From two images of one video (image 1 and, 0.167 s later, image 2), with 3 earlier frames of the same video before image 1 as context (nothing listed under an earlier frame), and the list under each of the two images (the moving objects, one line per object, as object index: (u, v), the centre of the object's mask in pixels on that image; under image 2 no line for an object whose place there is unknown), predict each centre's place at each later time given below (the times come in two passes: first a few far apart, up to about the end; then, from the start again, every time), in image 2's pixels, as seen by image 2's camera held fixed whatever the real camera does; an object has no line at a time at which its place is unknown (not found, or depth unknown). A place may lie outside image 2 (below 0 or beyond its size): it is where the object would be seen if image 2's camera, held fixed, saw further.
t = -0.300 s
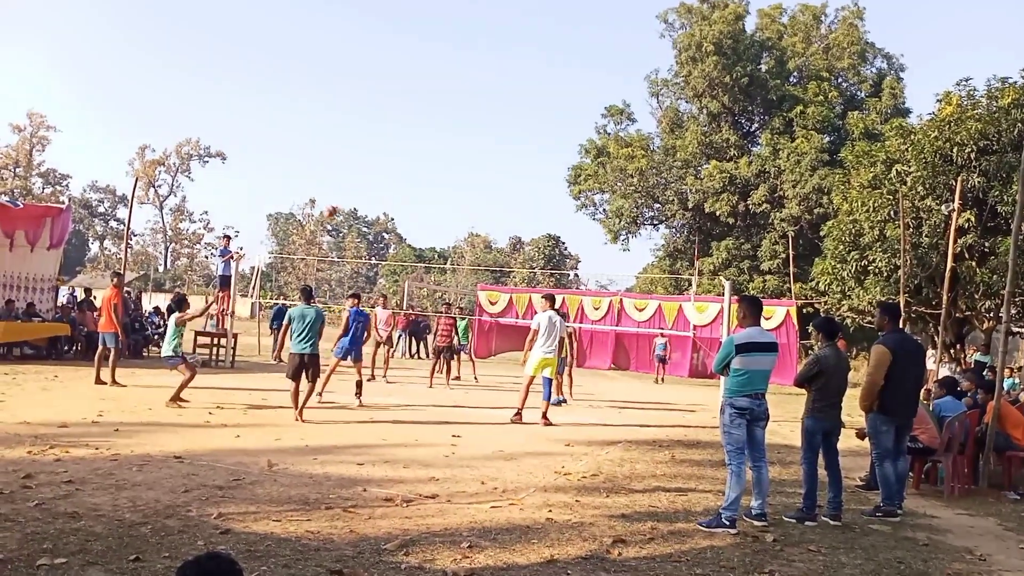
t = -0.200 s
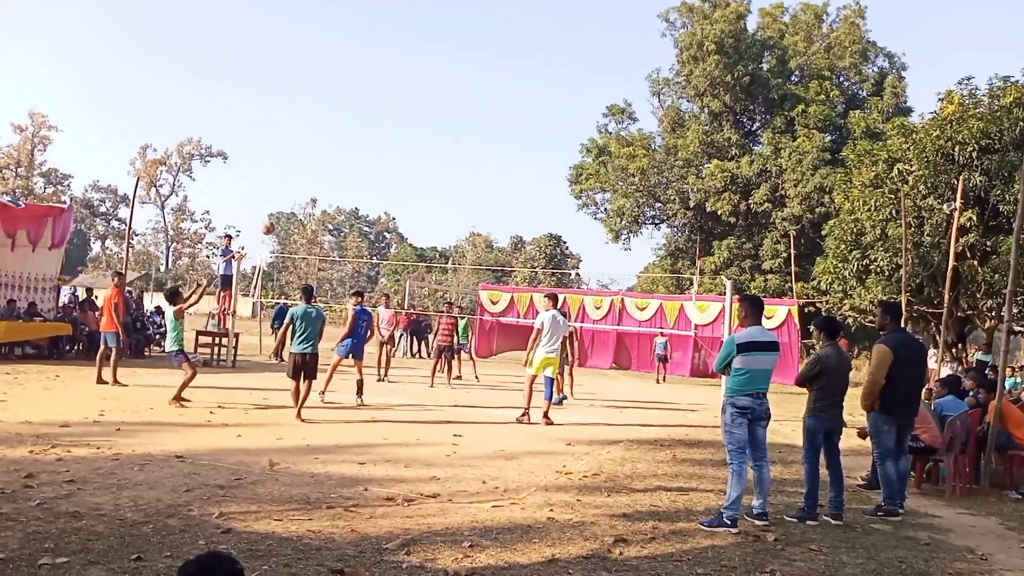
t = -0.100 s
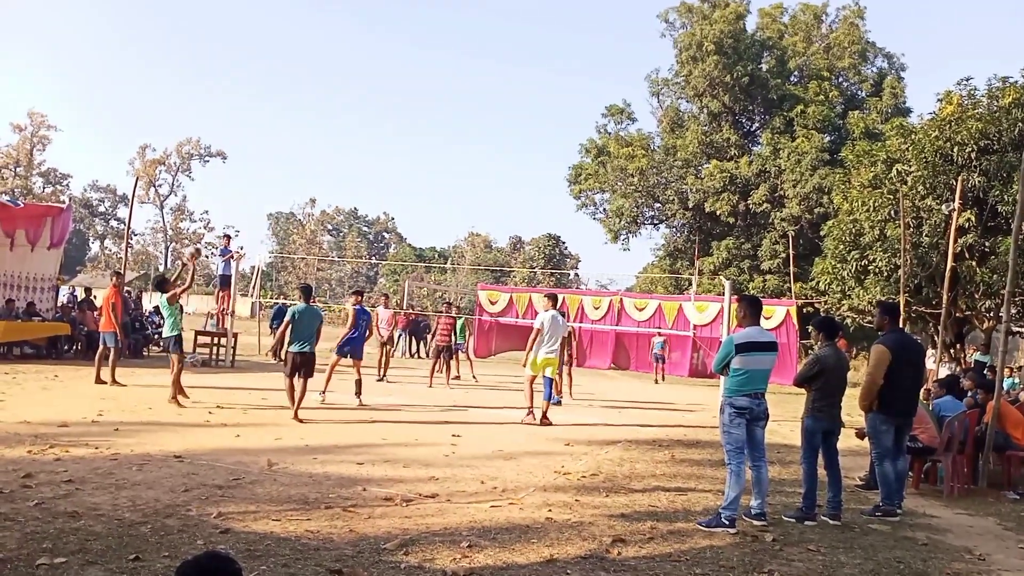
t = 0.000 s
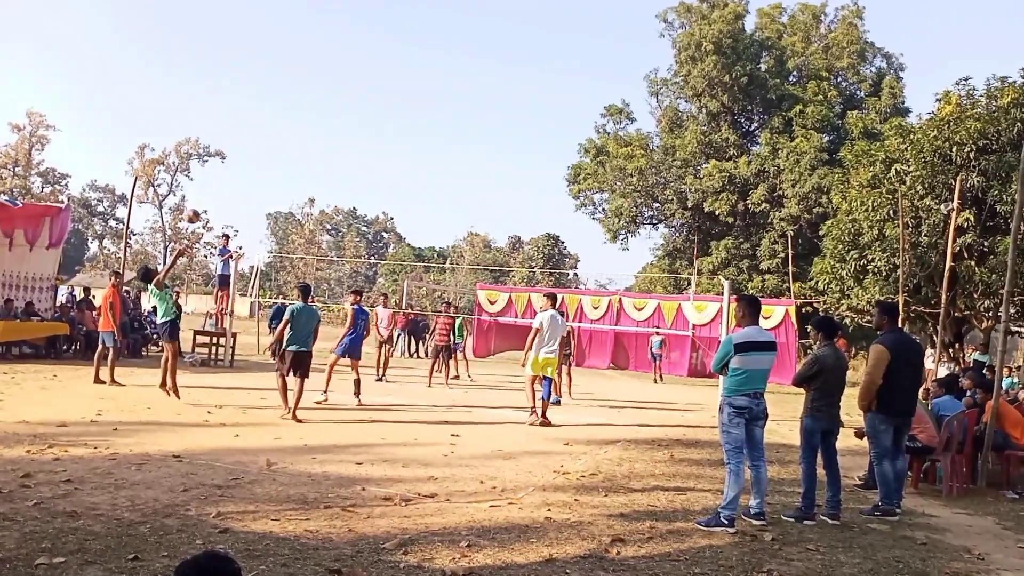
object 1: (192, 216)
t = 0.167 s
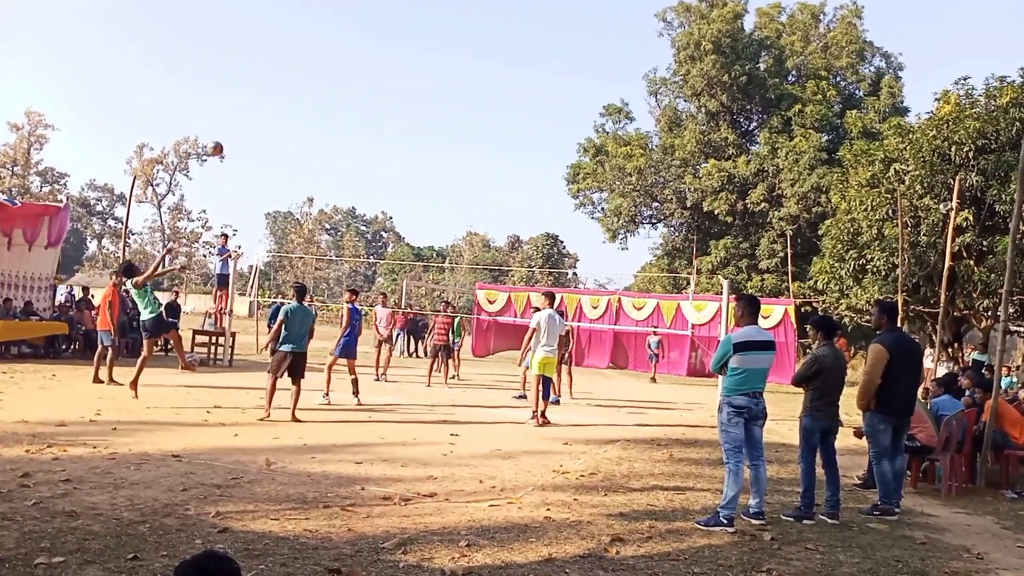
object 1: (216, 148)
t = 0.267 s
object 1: (229, 120)
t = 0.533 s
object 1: (258, 80)
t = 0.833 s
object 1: (283, 94)
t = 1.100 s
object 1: (299, 153)
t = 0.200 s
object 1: (220, 138)
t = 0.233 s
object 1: (224, 129)
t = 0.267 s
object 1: (229, 120)
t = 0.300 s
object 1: (233, 112)
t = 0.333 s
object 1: (237, 105)
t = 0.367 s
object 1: (241, 99)
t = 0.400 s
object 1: (244, 93)
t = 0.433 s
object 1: (248, 89)
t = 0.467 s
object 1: (251, 85)
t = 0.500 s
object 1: (255, 82)
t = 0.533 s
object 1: (258, 80)
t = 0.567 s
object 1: (261, 79)
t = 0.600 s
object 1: (264, 78)
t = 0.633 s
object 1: (267, 79)
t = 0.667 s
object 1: (270, 79)
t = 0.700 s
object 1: (273, 81)
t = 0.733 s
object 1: (275, 83)
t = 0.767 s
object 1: (278, 86)
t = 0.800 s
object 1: (280, 90)
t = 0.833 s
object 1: (283, 94)
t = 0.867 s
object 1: (285, 99)
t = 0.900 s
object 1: (288, 105)
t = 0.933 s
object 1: (290, 112)
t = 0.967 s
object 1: (292, 119)
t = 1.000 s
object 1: (294, 126)
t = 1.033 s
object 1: (296, 134)
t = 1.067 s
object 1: (298, 143)
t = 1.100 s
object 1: (299, 153)
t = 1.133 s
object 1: (301, 163)
